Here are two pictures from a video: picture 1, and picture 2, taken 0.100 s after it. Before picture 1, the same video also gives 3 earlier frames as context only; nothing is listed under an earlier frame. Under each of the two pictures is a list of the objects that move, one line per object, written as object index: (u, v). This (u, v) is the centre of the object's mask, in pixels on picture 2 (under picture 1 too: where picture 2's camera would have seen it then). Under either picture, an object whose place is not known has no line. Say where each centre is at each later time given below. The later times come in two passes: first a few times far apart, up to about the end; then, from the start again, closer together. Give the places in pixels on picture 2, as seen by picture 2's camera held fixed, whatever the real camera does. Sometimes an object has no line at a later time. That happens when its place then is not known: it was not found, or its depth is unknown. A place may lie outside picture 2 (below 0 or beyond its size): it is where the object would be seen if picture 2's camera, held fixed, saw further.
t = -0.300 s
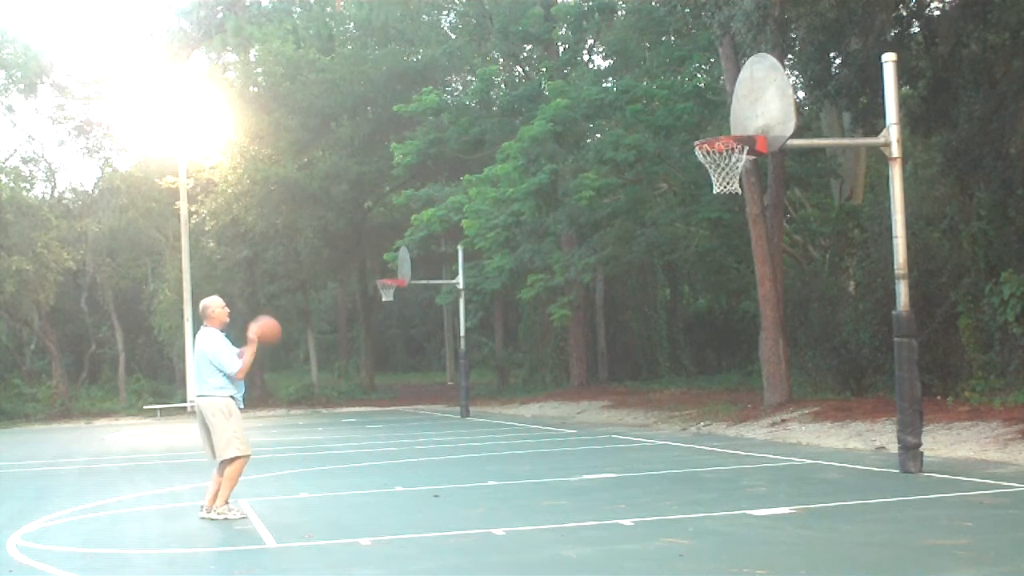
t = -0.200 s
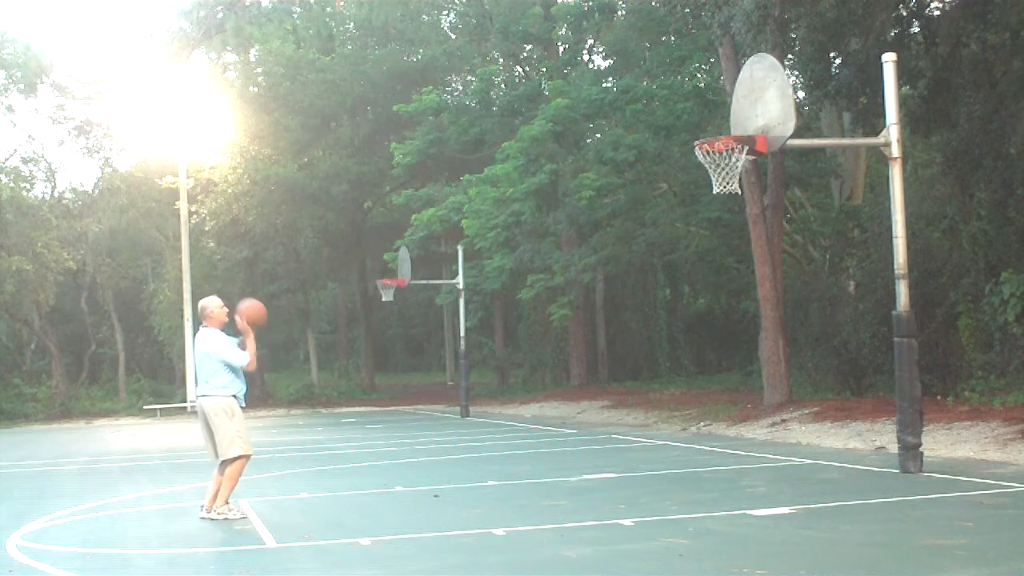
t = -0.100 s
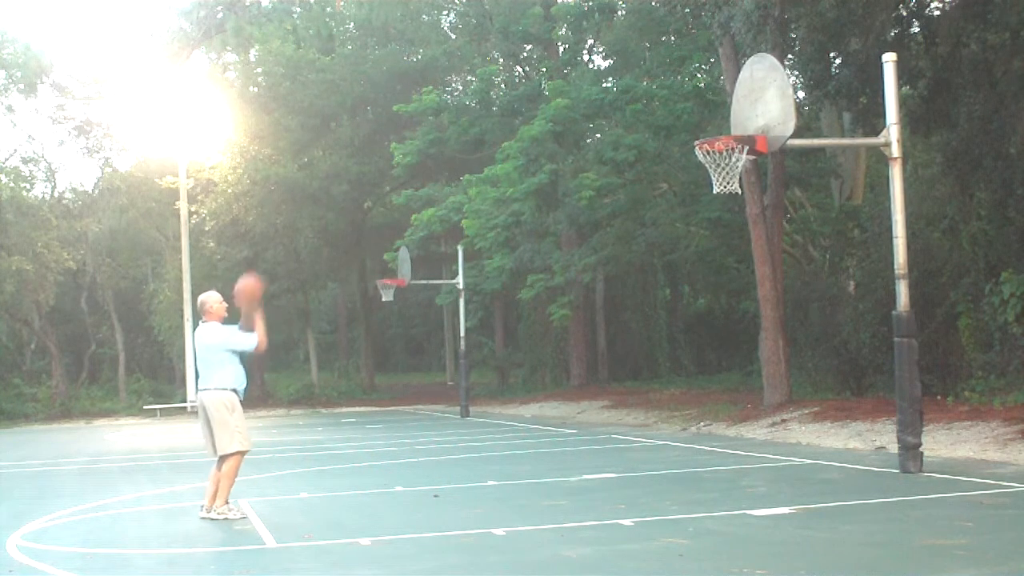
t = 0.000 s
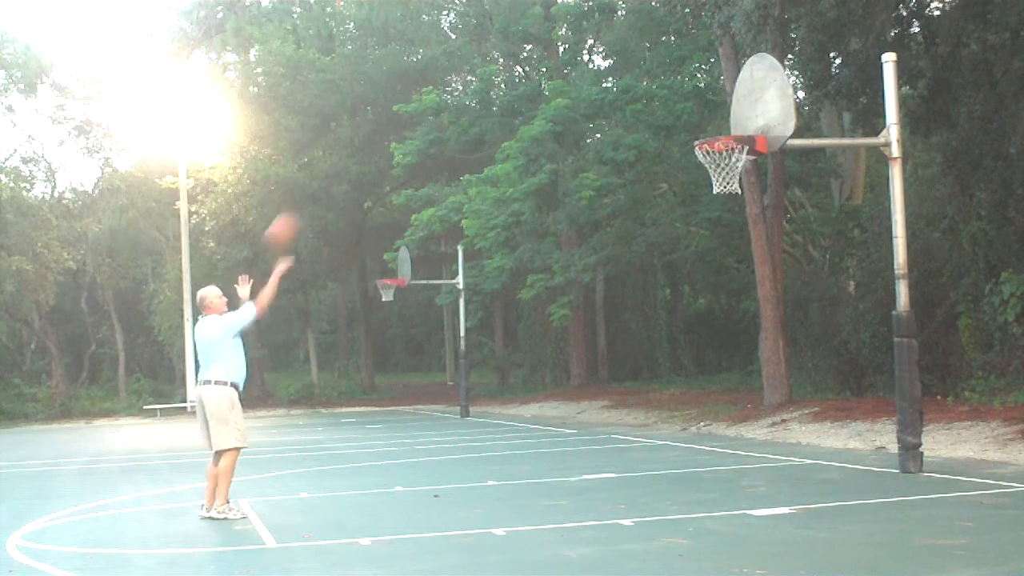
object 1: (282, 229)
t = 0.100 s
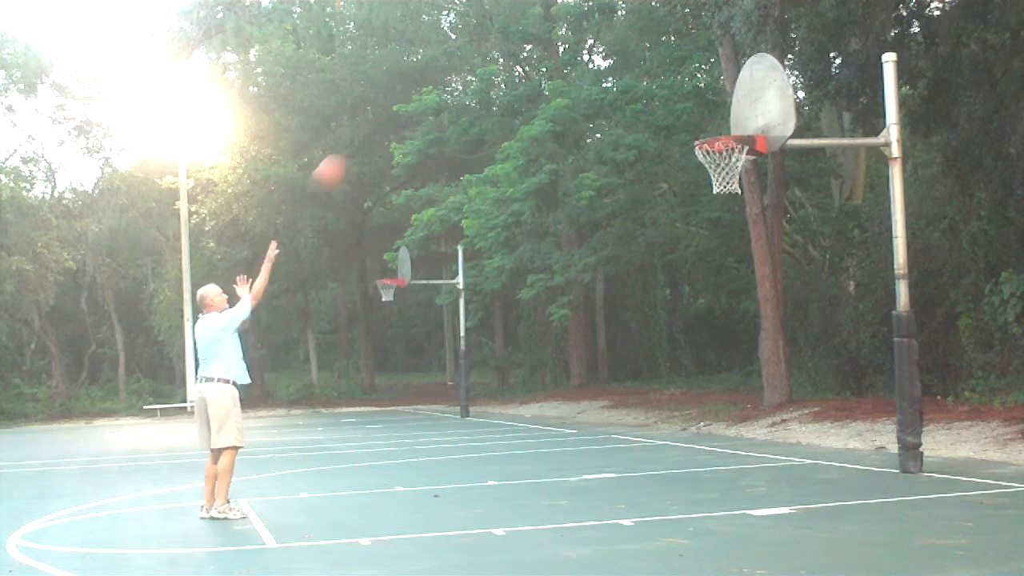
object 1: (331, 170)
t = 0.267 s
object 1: (407, 100)
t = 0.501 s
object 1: (512, 53)
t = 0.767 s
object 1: (630, 73)
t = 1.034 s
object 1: (739, 157)
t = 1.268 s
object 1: (717, 158)
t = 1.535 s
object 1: (712, 170)
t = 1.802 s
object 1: (745, 204)
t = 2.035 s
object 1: (776, 291)
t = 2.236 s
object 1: (804, 416)
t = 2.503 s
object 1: (822, 373)
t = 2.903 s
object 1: (845, 305)
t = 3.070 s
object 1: (857, 329)
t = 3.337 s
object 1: (883, 442)
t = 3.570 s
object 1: (895, 404)
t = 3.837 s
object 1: (910, 370)
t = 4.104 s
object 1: (930, 420)
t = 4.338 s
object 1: (946, 442)
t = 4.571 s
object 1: (957, 411)
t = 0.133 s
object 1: (345, 154)
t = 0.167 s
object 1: (362, 138)
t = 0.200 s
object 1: (376, 124)
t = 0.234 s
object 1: (392, 111)
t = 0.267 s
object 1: (407, 100)
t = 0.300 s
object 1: (422, 89)
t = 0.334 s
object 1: (436, 80)
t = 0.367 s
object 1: (452, 73)
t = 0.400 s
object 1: (467, 65)
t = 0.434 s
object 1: (482, 62)
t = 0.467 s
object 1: (498, 57)
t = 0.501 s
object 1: (512, 53)
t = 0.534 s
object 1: (528, 52)
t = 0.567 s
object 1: (544, 51)
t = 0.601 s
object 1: (556, 52)
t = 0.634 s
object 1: (570, 53)
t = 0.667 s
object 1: (584, 57)
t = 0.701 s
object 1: (601, 62)
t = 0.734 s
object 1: (617, 67)
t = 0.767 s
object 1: (630, 73)
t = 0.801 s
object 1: (644, 80)
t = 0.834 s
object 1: (659, 89)
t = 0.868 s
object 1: (674, 100)
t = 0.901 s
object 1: (688, 111)
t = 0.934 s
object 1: (702, 122)
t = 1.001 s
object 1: (723, 145)
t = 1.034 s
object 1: (739, 157)
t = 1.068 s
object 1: (742, 164)
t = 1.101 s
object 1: (742, 165)
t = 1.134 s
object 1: (737, 161)
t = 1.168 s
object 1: (732, 159)
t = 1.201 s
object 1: (726, 157)
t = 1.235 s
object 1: (720, 159)
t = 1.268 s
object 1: (717, 158)
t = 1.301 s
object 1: (711, 158)
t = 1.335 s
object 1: (706, 160)
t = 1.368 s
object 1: (704, 160)
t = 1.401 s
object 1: (703, 163)
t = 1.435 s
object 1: (704, 163)
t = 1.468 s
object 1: (704, 165)
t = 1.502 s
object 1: (707, 168)
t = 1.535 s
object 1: (712, 170)
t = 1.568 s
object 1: (716, 172)
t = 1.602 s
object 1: (722, 176)
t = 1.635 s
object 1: (728, 179)
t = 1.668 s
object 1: (734, 189)
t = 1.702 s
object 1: (735, 193)
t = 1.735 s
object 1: (740, 193)
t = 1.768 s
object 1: (743, 197)
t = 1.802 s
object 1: (745, 204)
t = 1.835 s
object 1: (749, 213)
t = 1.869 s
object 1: (753, 222)
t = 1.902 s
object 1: (757, 232)
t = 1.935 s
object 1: (762, 244)
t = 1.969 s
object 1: (766, 258)
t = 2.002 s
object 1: (771, 274)
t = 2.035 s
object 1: (776, 291)
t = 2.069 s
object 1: (780, 310)
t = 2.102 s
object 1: (784, 327)
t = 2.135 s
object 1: (790, 349)
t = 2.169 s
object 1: (794, 370)
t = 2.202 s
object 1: (799, 391)
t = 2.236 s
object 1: (804, 416)
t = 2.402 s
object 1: (818, 412)
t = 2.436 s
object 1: (819, 399)
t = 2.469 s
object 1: (821, 385)
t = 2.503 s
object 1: (822, 373)
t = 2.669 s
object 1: (830, 323)
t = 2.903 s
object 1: (845, 305)
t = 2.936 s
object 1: (847, 307)
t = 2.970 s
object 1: (850, 310)
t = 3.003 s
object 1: (852, 315)
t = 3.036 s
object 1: (855, 321)
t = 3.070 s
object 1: (857, 329)
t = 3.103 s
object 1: (860, 338)
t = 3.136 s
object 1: (863, 348)
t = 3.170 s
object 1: (867, 360)
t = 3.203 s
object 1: (869, 373)
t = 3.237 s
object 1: (872, 388)
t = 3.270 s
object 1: (875, 402)
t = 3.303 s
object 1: (878, 419)
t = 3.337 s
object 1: (883, 442)
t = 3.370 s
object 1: (885, 462)
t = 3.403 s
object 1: (888, 468)
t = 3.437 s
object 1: (889, 452)
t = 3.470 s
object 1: (891, 438)
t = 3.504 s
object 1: (892, 424)
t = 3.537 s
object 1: (893, 414)
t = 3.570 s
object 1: (895, 404)
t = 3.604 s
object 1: (897, 395)
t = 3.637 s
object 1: (899, 387)
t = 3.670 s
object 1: (900, 382)
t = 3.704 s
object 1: (902, 377)
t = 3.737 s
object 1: (904, 373)
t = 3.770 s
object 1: (905, 370)
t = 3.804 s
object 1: (908, 369)
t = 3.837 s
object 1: (910, 370)
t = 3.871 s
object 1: (912, 370)
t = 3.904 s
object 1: (915, 374)
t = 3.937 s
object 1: (917, 378)
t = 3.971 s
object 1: (919, 383)
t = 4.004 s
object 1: (923, 391)
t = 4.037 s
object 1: (924, 399)
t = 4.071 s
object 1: (928, 409)
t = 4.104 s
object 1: (930, 420)
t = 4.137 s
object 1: (933, 433)
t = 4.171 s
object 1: (936, 449)
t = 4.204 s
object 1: (940, 466)
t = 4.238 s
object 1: (942, 475)
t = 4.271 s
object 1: (944, 461)
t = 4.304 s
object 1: (945, 451)
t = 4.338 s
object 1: (946, 442)
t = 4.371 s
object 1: (947, 433)
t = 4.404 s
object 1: (948, 425)
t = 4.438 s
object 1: (950, 419)
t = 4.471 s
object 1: (952, 415)
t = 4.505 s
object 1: (953, 412)
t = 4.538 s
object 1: (955, 411)
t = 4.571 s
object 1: (957, 411)
